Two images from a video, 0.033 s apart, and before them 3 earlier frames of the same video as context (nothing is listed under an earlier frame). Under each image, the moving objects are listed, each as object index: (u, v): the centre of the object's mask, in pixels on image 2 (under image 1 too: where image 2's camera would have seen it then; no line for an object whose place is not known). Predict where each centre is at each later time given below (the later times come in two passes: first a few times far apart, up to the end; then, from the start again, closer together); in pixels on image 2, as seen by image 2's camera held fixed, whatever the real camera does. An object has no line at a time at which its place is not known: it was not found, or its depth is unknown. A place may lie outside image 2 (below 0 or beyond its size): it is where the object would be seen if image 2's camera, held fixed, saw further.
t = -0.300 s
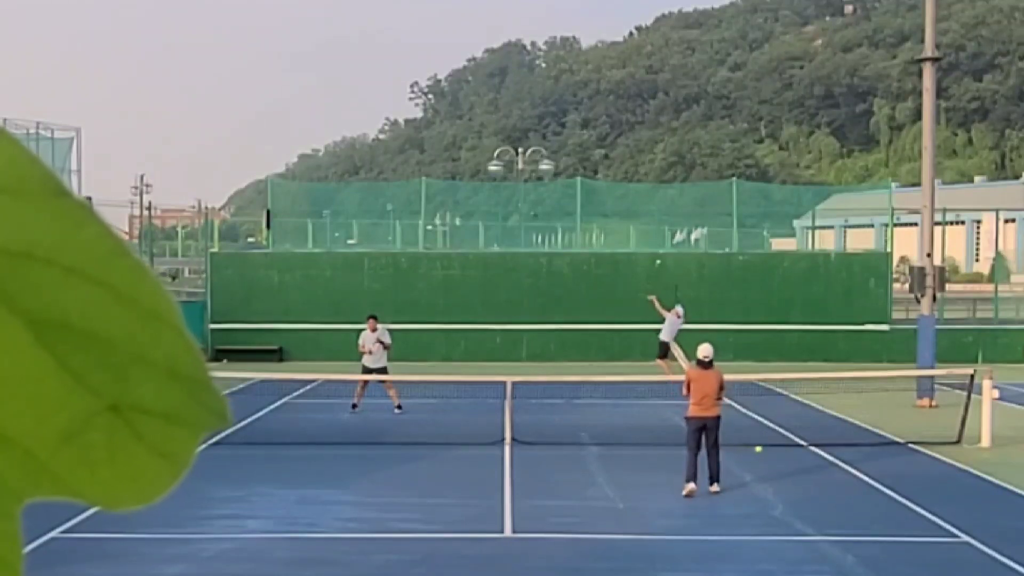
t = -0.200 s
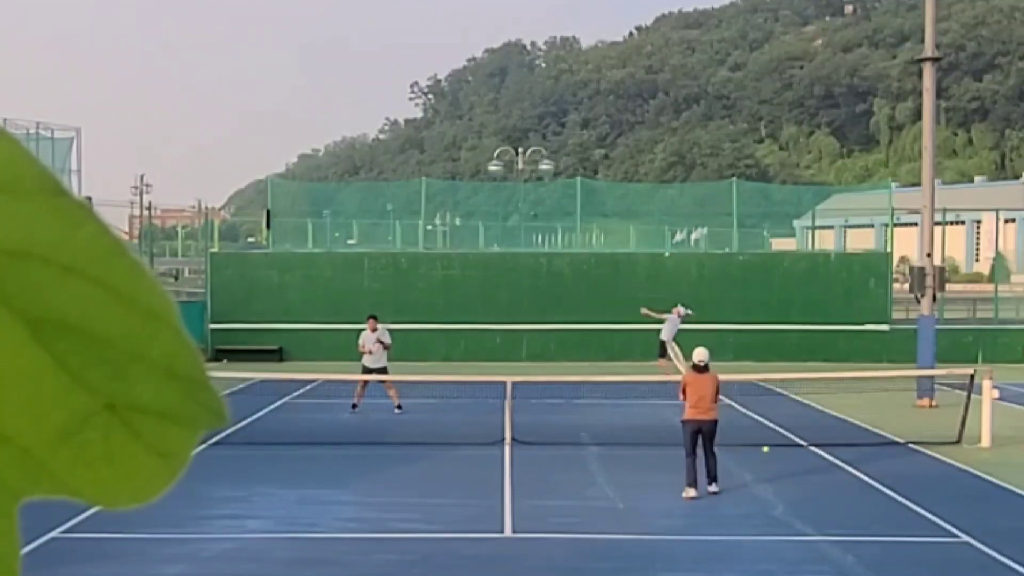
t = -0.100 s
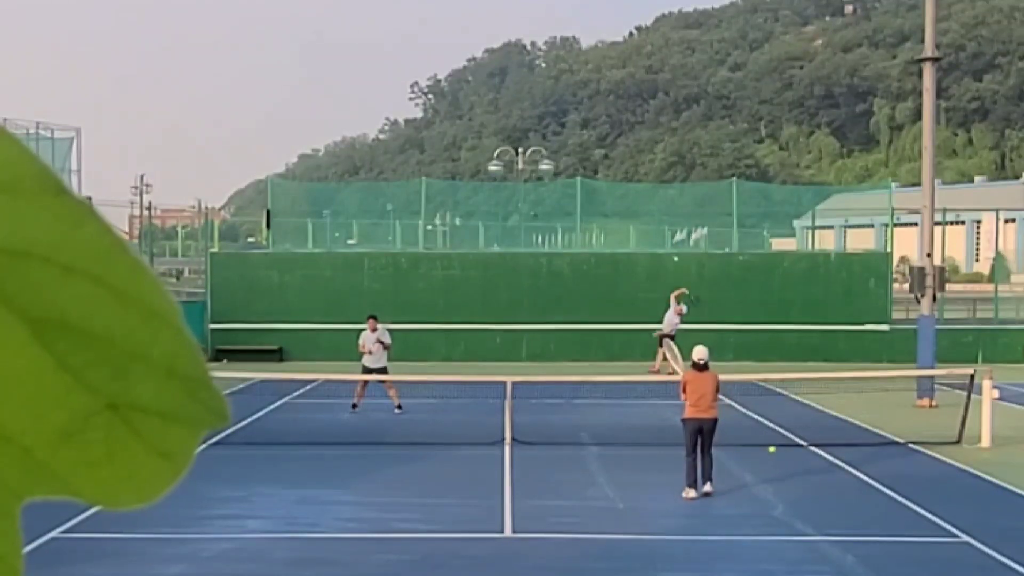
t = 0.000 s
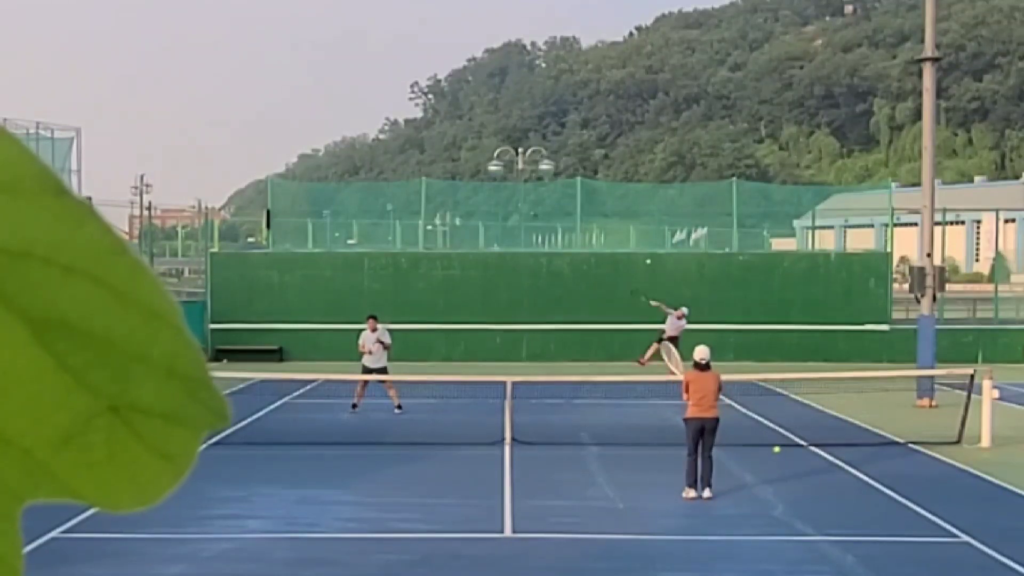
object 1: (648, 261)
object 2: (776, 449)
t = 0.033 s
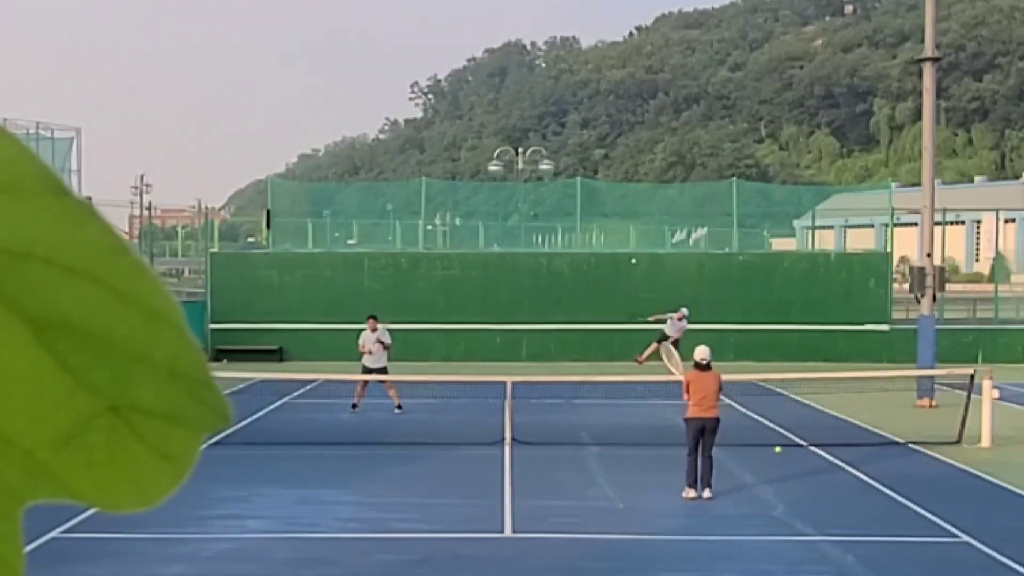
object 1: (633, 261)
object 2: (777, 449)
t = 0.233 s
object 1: (478, 292)
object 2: (786, 450)
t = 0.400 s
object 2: (794, 450)
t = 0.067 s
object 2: (778, 449)
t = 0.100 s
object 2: (781, 449)
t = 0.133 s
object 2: (784, 449)
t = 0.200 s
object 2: (786, 449)
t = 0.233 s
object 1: (478, 292)
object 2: (786, 450)
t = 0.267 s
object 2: (788, 449)
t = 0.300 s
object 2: (789, 449)
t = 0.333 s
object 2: (791, 450)
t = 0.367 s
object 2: (792, 450)
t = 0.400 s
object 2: (794, 450)
